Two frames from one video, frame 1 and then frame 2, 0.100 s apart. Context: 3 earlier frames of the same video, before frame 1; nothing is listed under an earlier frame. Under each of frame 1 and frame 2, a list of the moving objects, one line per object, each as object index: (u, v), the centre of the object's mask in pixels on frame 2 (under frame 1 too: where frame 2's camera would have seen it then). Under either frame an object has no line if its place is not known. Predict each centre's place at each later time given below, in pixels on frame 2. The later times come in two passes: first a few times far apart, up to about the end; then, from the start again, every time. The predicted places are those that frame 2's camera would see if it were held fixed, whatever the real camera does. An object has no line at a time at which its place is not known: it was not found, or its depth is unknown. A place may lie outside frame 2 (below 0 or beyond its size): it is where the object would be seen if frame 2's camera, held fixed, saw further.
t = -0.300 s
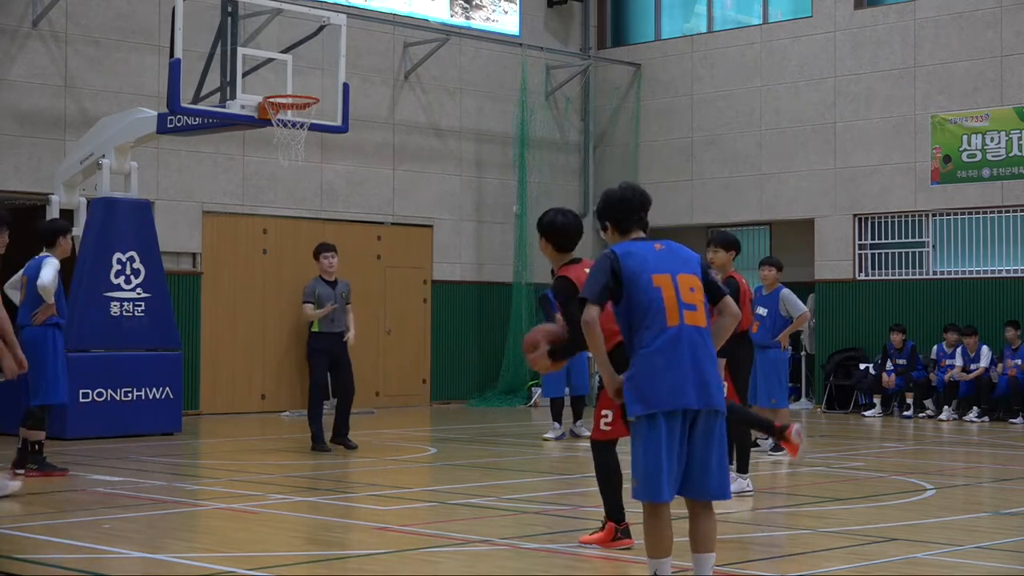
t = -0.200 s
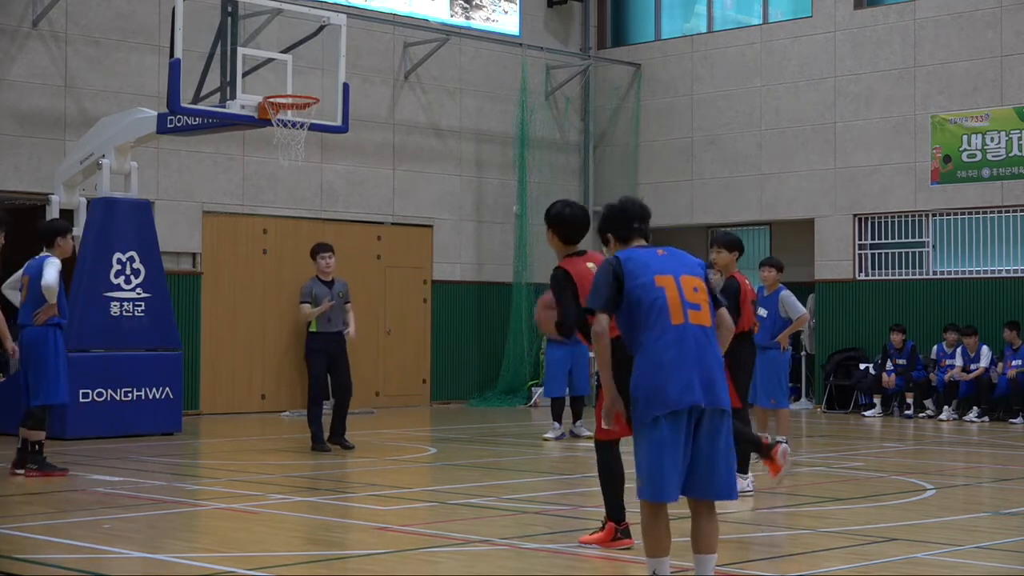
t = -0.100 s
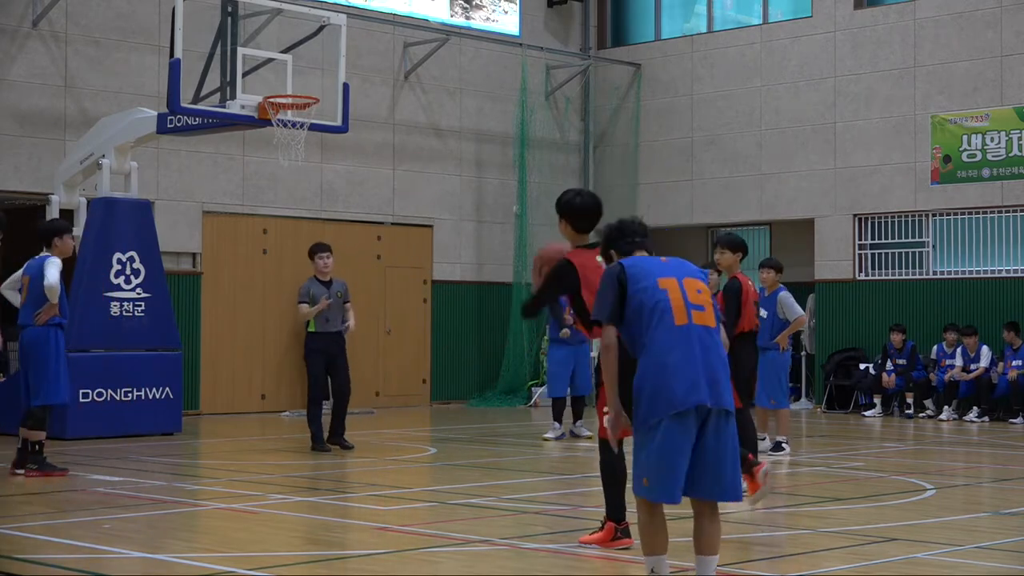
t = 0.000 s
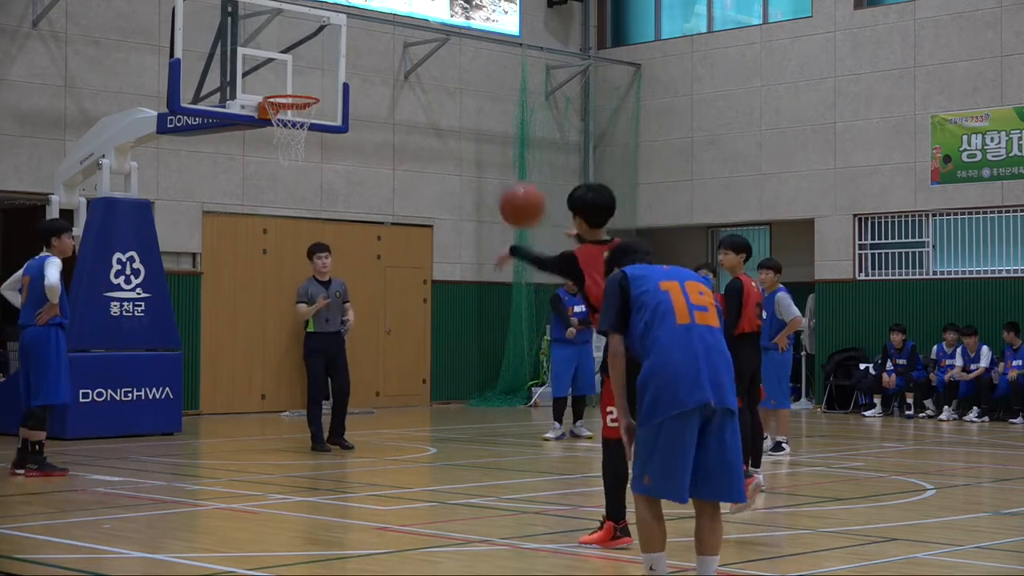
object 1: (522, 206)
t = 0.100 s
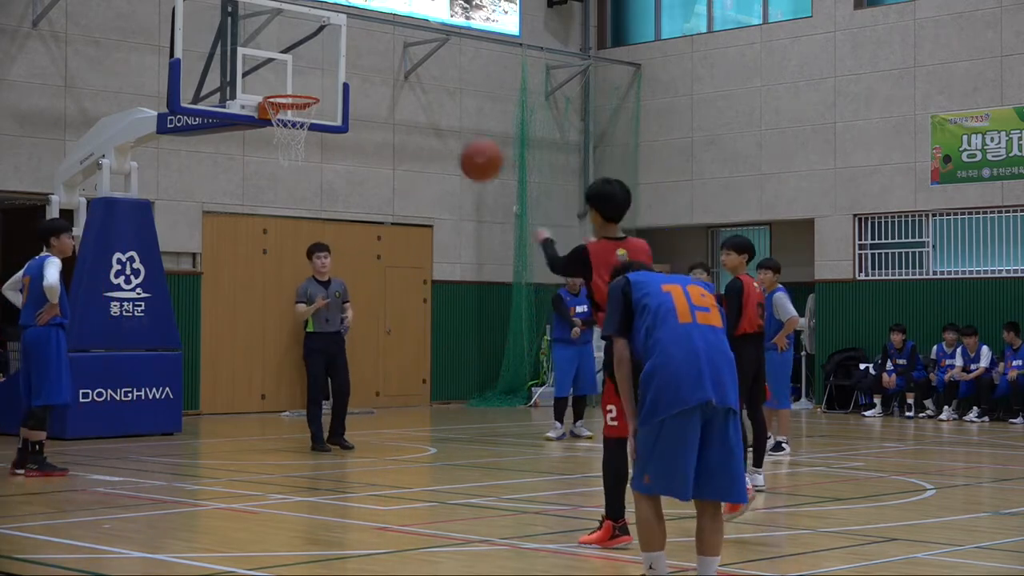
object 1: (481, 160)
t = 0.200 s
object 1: (444, 136)
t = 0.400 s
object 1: (381, 138)
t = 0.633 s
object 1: (319, 211)
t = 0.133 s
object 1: (468, 150)
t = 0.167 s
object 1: (456, 143)
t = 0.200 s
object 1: (444, 136)
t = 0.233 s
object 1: (433, 132)
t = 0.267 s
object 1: (421, 130)
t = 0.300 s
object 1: (411, 130)
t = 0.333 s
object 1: (400, 131)
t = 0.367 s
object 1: (390, 134)
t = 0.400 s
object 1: (381, 138)
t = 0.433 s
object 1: (371, 145)
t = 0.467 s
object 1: (362, 153)
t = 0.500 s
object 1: (353, 161)
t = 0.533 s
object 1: (344, 172)
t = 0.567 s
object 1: (335, 183)
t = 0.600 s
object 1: (327, 197)
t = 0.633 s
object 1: (319, 211)
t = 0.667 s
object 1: (310, 226)
